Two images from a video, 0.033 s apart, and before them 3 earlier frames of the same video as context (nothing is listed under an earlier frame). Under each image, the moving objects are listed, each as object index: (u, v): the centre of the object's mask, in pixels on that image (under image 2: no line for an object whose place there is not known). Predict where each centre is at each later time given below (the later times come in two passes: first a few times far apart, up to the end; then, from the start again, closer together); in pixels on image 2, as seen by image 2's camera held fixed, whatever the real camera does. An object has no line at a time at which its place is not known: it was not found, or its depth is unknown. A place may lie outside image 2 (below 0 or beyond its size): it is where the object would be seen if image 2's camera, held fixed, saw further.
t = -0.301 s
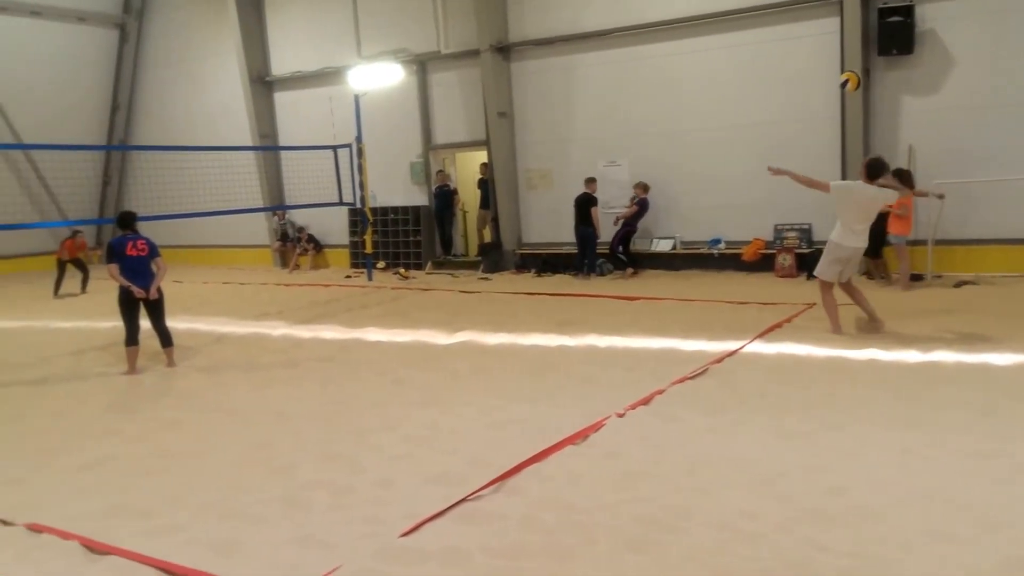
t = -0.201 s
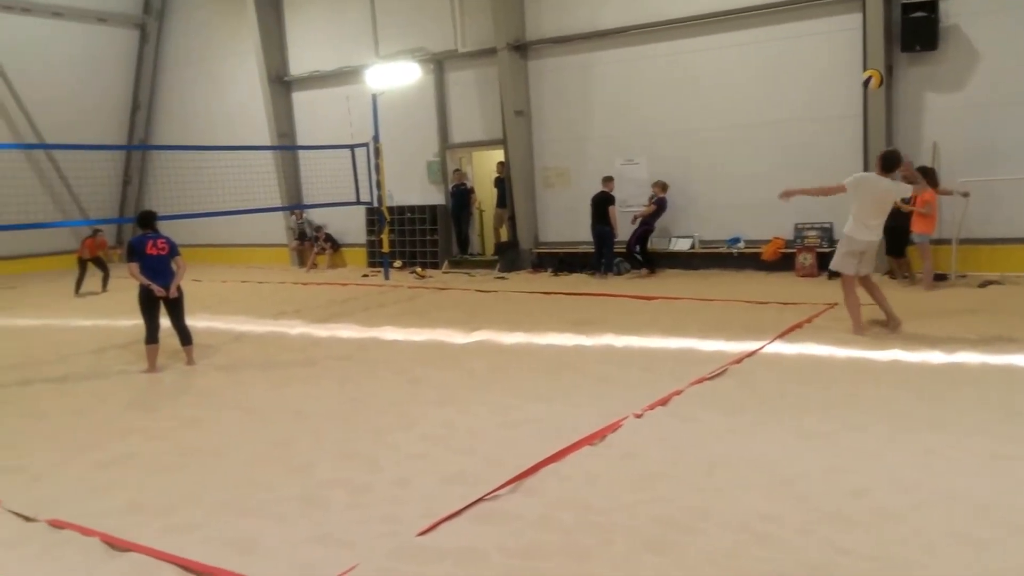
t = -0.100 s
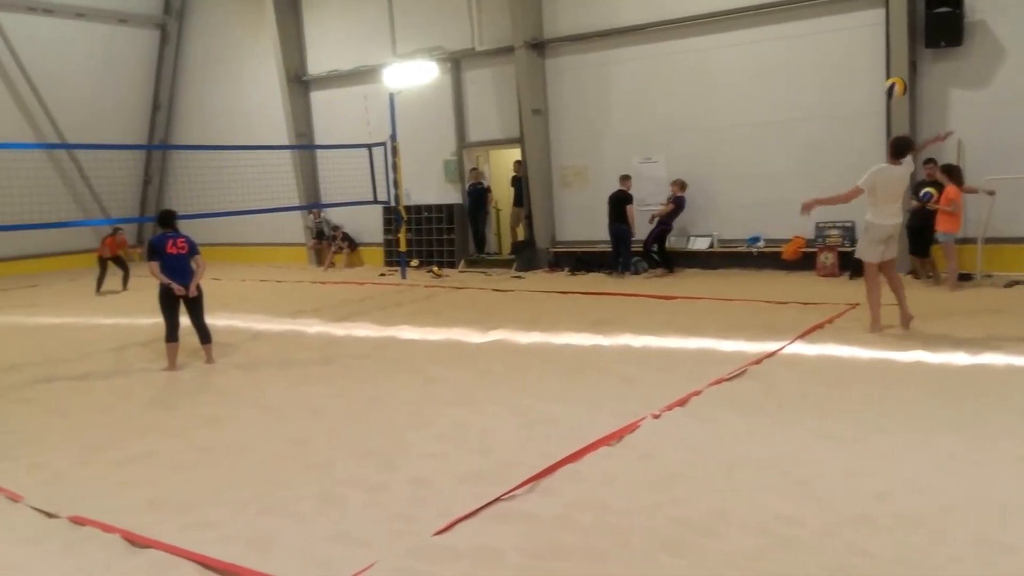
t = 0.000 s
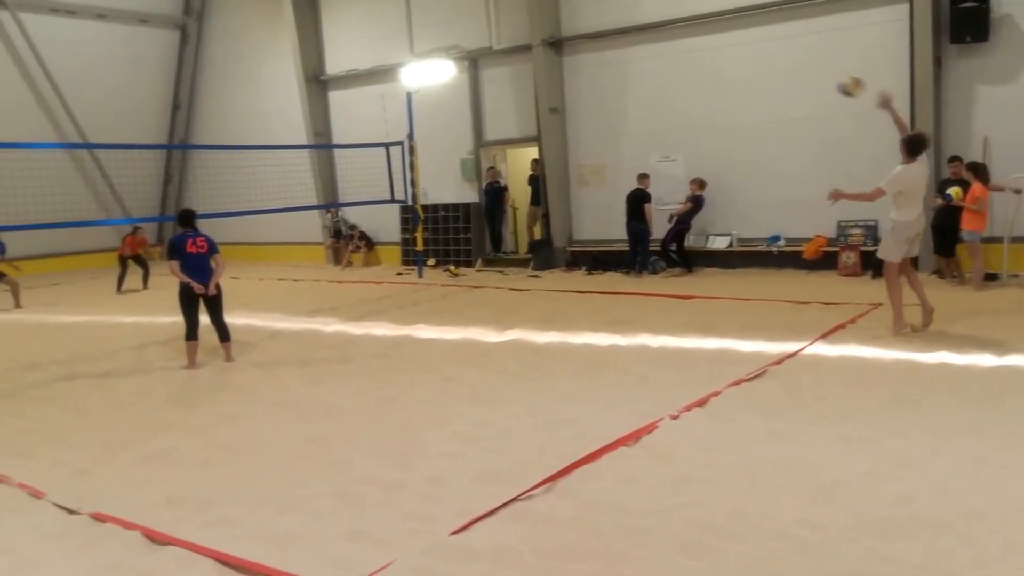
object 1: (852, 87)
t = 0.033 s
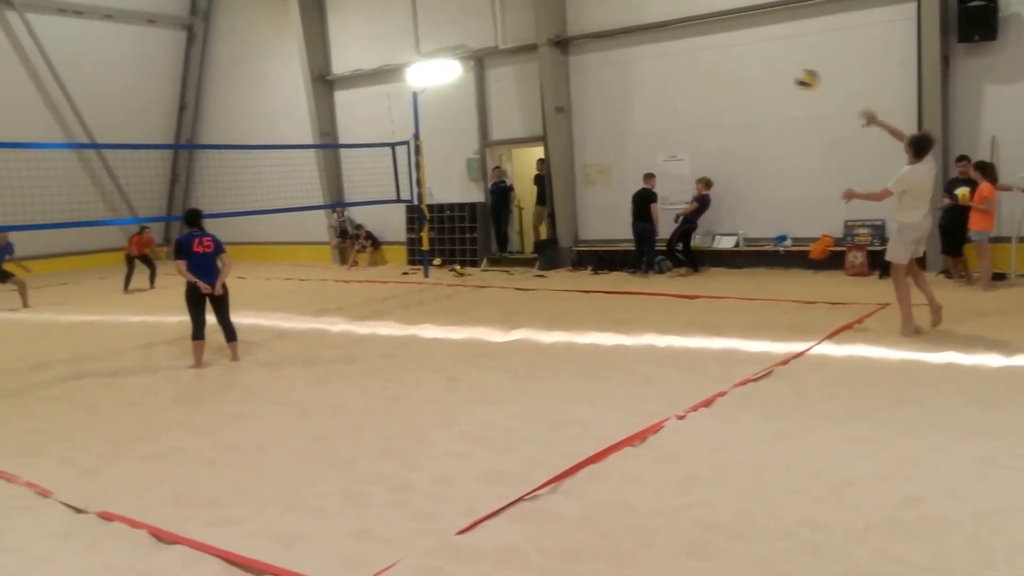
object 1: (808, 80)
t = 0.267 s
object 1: (542, 65)
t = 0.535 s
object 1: (364, 92)
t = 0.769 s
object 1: (265, 139)
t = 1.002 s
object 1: (199, 194)
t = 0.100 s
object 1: (717, 71)
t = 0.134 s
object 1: (678, 69)
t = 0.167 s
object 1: (640, 67)
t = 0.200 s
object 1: (605, 66)
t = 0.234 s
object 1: (572, 65)
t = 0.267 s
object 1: (542, 65)
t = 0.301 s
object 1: (515, 67)
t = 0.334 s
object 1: (489, 69)
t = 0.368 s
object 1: (467, 70)
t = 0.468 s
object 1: (401, 83)
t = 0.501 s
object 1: (383, 88)
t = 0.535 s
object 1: (364, 92)
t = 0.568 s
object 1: (347, 97)
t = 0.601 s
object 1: (332, 103)
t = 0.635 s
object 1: (317, 110)
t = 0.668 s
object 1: (303, 118)
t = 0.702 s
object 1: (290, 124)
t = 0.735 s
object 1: (277, 132)
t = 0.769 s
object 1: (265, 139)
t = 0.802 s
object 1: (255, 148)
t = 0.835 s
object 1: (244, 155)
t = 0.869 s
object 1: (233, 161)
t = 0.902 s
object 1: (224, 170)
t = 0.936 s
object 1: (216, 178)
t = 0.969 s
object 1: (207, 186)
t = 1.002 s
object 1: (199, 194)
